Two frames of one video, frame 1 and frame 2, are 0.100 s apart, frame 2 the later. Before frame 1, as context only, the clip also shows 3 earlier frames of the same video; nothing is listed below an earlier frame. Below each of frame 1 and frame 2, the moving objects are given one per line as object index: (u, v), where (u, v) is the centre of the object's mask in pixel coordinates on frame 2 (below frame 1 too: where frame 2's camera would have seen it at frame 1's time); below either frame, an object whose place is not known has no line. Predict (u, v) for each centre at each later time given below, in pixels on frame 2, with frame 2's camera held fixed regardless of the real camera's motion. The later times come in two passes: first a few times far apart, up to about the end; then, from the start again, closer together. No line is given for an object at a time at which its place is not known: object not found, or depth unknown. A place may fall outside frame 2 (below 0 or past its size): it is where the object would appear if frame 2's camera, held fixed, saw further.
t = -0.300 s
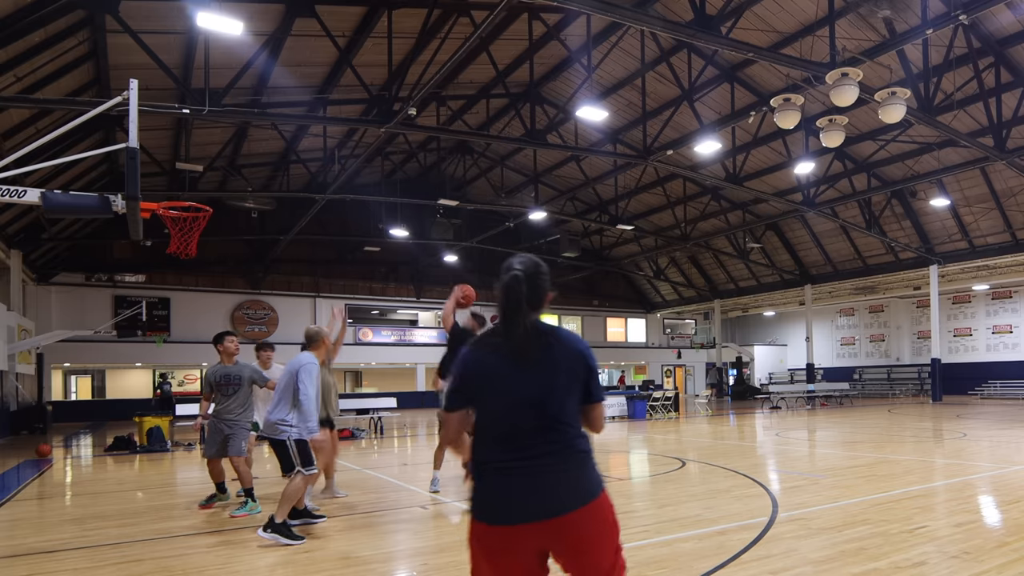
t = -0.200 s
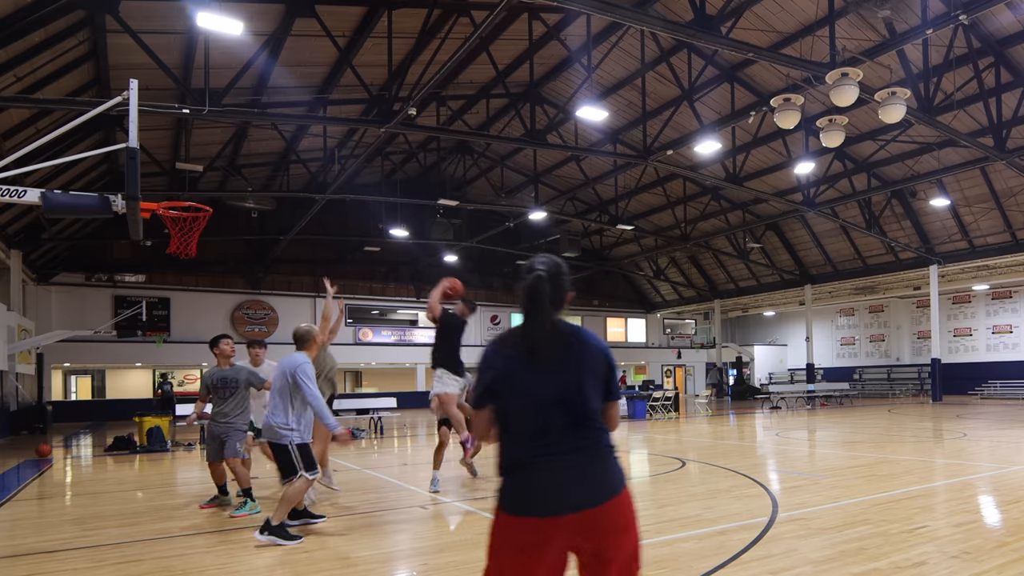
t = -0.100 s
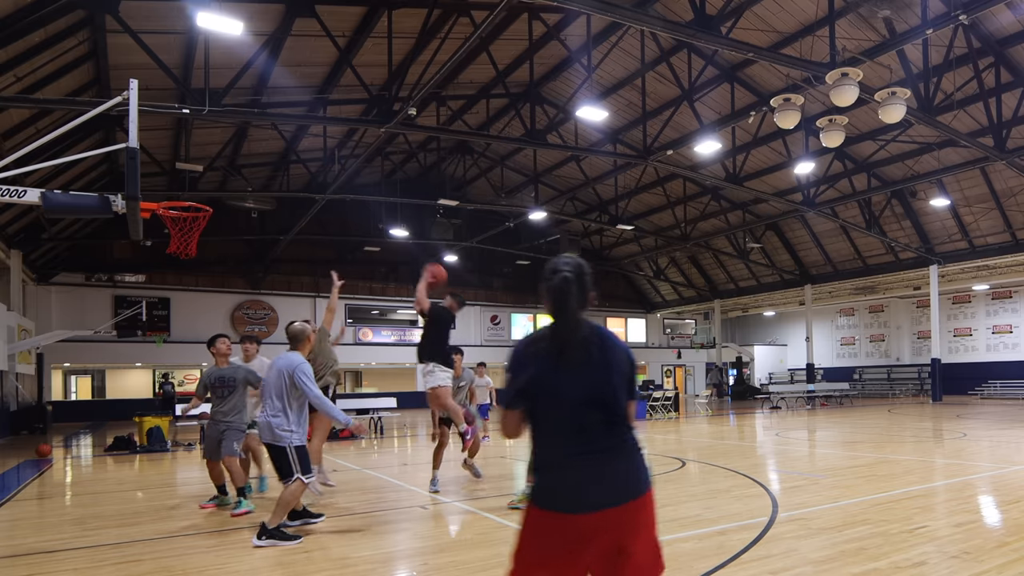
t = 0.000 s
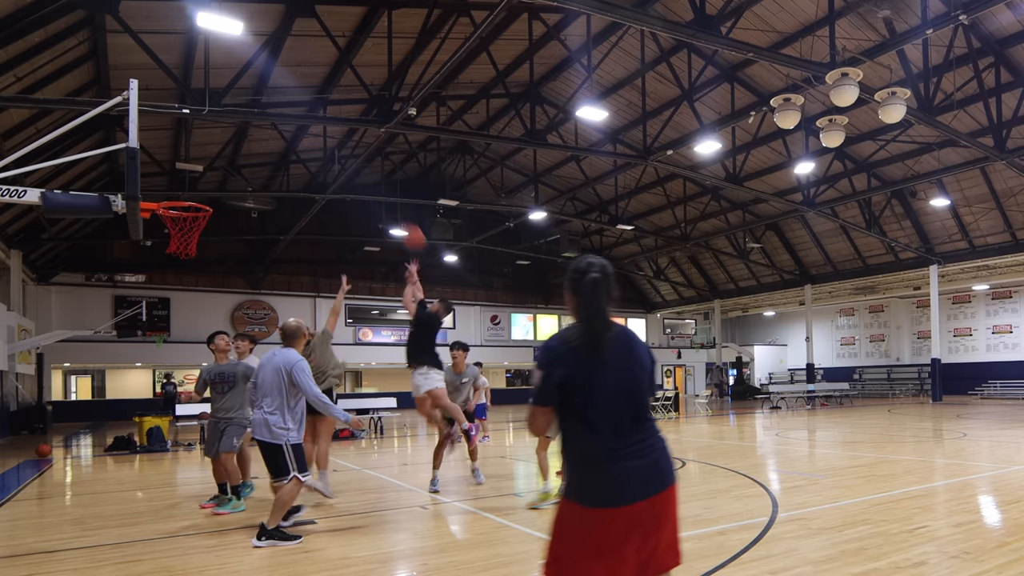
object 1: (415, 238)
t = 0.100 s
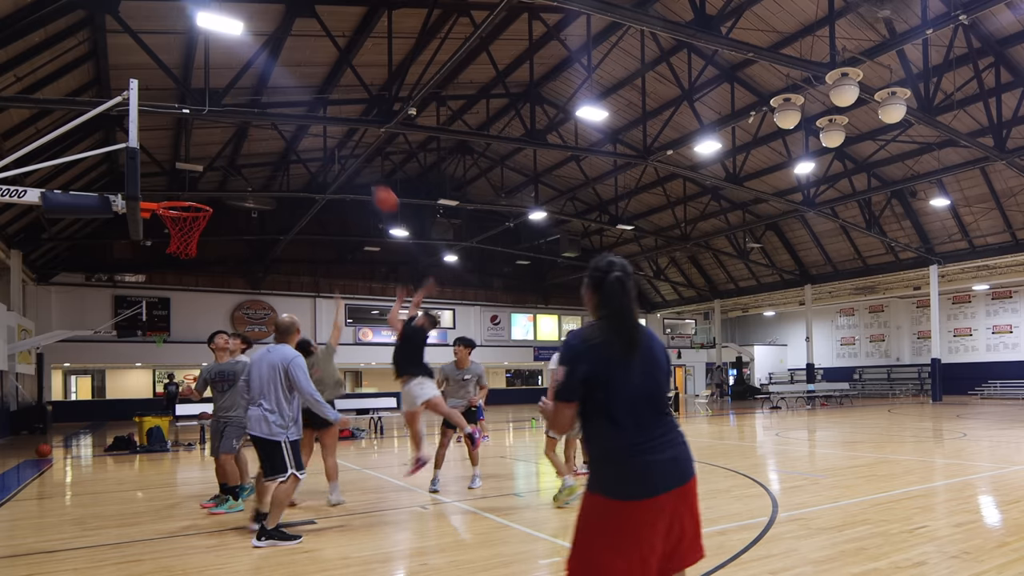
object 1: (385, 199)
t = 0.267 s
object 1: (339, 156)
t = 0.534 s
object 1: (265, 139)
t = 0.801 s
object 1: (192, 188)
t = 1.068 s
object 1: (162, 241)
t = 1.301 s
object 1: (167, 300)
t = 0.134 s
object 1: (375, 189)
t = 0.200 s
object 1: (357, 171)
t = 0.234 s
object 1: (348, 162)
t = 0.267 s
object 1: (339, 156)
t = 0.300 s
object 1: (329, 150)
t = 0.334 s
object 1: (320, 146)
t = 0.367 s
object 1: (311, 142)
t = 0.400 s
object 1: (301, 139)
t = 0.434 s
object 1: (293, 138)
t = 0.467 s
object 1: (283, 137)
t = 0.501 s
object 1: (274, 138)
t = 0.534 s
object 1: (265, 139)
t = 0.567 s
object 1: (256, 141)
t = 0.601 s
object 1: (247, 145)
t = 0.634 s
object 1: (238, 150)
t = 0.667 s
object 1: (229, 156)
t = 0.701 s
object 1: (220, 162)
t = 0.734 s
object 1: (211, 170)
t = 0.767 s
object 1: (201, 180)
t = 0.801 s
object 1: (192, 188)
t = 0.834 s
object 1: (184, 198)
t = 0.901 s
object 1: (166, 225)
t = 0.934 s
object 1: (162, 230)
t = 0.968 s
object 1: (160, 232)
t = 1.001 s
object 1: (161, 233)
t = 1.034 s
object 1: (161, 237)
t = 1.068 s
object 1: (162, 241)
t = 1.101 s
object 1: (163, 247)
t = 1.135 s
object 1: (163, 253)
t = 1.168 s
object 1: (164, 260)
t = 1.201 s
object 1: (164, 269)
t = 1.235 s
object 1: (165, 278)
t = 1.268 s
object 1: (166, 288)
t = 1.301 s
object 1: (167, 300)
